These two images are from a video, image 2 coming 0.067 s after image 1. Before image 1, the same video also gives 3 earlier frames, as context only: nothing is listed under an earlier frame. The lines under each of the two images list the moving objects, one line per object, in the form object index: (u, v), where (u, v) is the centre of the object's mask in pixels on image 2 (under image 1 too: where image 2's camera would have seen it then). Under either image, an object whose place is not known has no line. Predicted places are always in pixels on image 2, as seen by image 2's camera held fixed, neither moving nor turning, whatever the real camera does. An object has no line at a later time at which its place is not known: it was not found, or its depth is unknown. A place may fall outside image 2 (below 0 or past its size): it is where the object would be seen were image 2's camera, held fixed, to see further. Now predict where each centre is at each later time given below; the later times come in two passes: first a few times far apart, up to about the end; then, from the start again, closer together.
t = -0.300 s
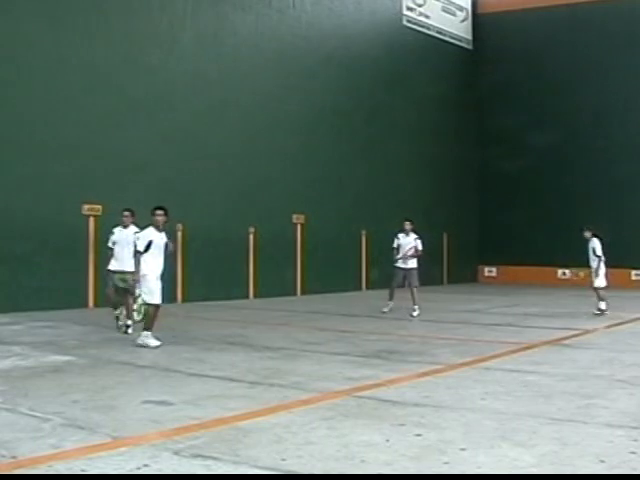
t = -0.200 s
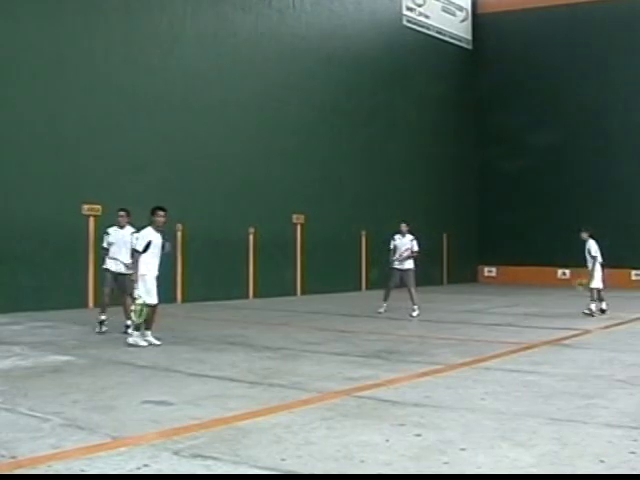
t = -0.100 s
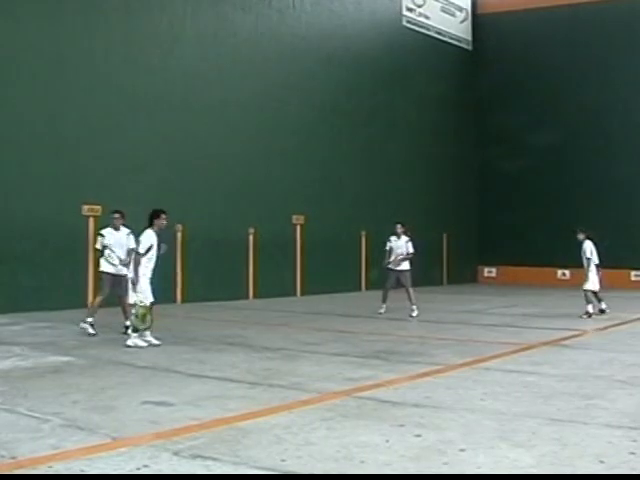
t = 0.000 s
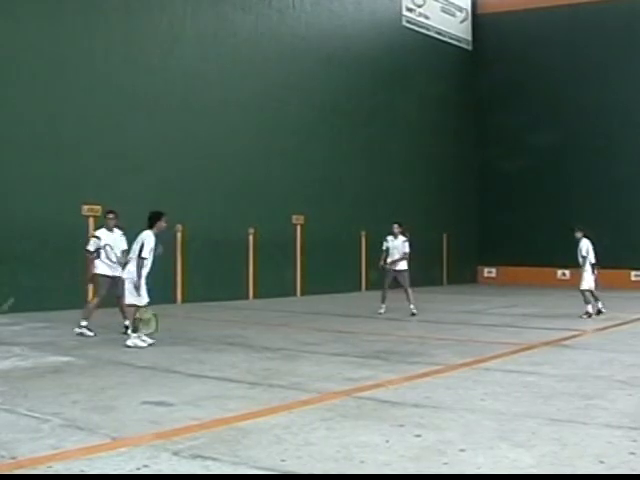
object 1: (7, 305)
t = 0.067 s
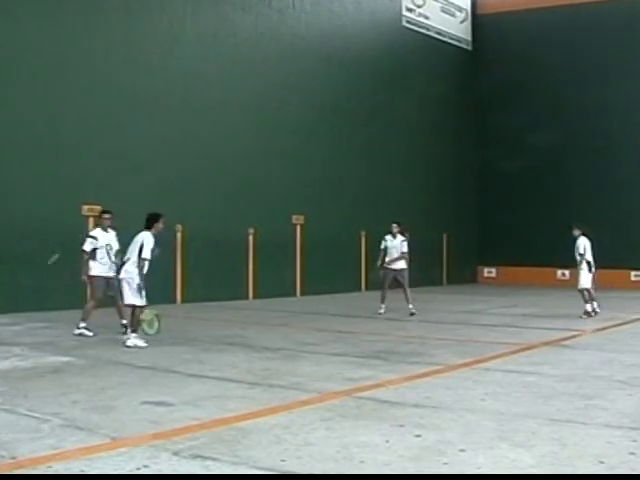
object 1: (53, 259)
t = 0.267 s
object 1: (172, 166)
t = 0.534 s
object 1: (293, 120)
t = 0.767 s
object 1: (368, 124)
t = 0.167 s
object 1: (117, 204)
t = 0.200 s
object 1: (136, 190)
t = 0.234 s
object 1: (154, 177)
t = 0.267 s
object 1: (172, 166)
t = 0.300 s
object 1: (189, 156)
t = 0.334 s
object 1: (206, 147)
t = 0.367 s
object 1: (222, 140)
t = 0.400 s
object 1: (237, 134)
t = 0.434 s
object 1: (251, 129)
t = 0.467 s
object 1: (264, 124)
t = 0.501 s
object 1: (279, 121)
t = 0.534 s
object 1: (293, 120)
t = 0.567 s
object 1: (304, 118)
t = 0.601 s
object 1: (315, 117)
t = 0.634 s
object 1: (327, 117)
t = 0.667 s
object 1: (338, 118)
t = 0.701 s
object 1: (348, 119)
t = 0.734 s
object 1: (358, 122)
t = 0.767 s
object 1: (368, 124)
